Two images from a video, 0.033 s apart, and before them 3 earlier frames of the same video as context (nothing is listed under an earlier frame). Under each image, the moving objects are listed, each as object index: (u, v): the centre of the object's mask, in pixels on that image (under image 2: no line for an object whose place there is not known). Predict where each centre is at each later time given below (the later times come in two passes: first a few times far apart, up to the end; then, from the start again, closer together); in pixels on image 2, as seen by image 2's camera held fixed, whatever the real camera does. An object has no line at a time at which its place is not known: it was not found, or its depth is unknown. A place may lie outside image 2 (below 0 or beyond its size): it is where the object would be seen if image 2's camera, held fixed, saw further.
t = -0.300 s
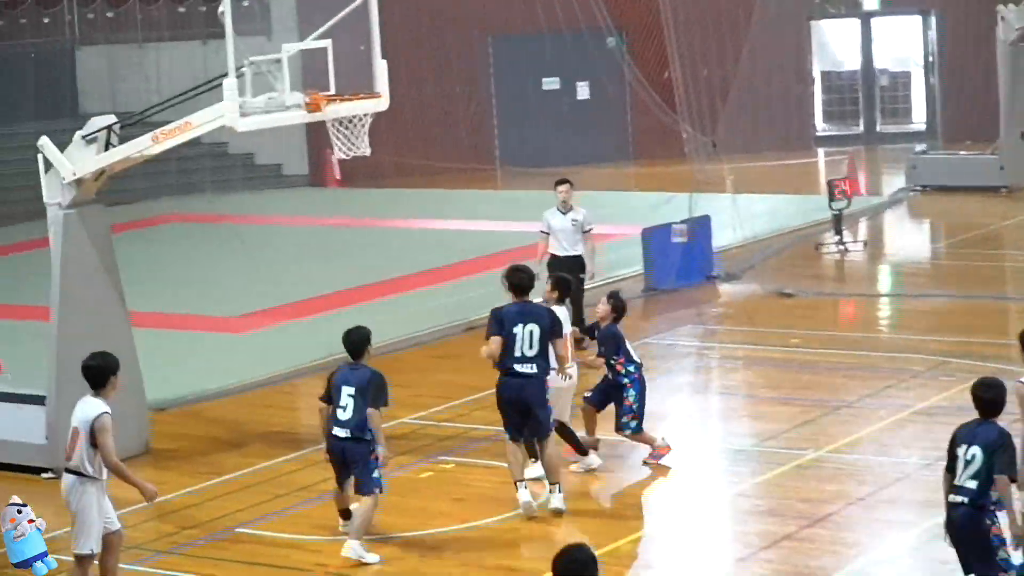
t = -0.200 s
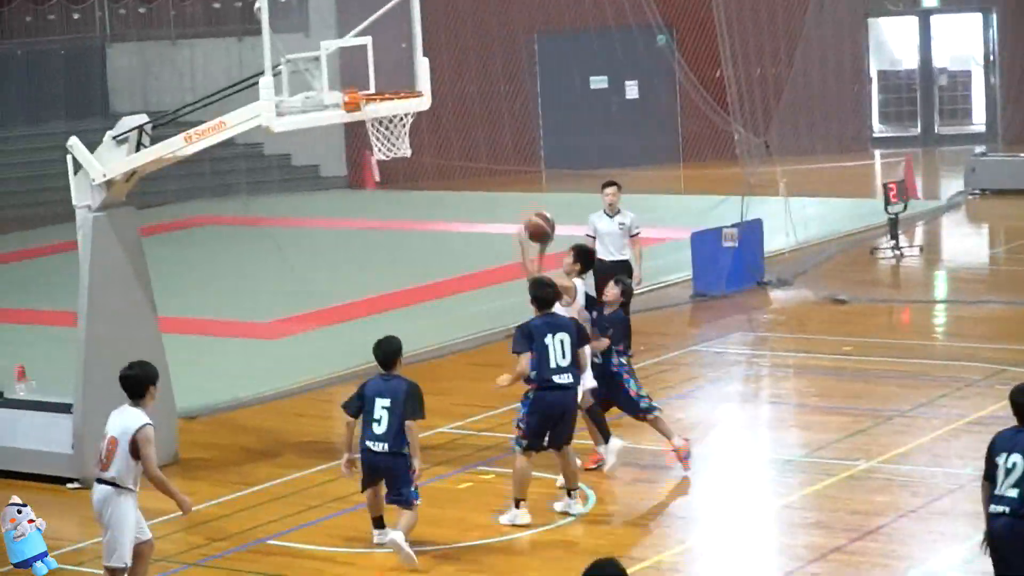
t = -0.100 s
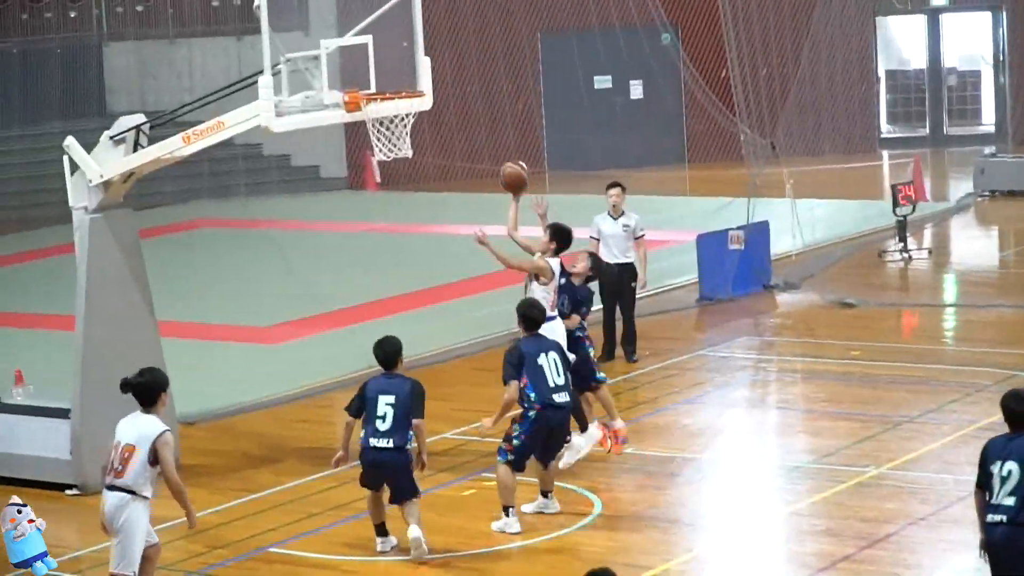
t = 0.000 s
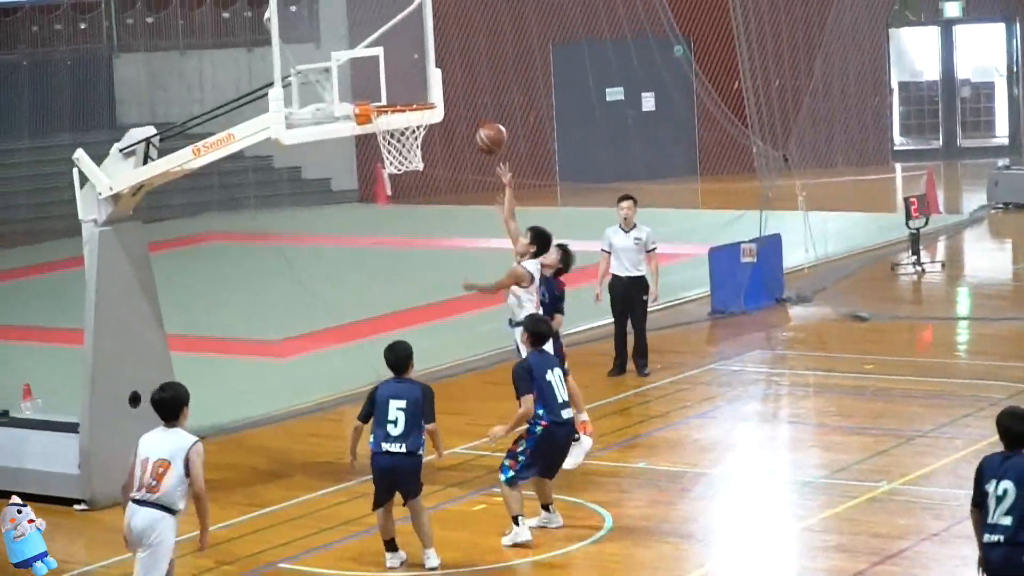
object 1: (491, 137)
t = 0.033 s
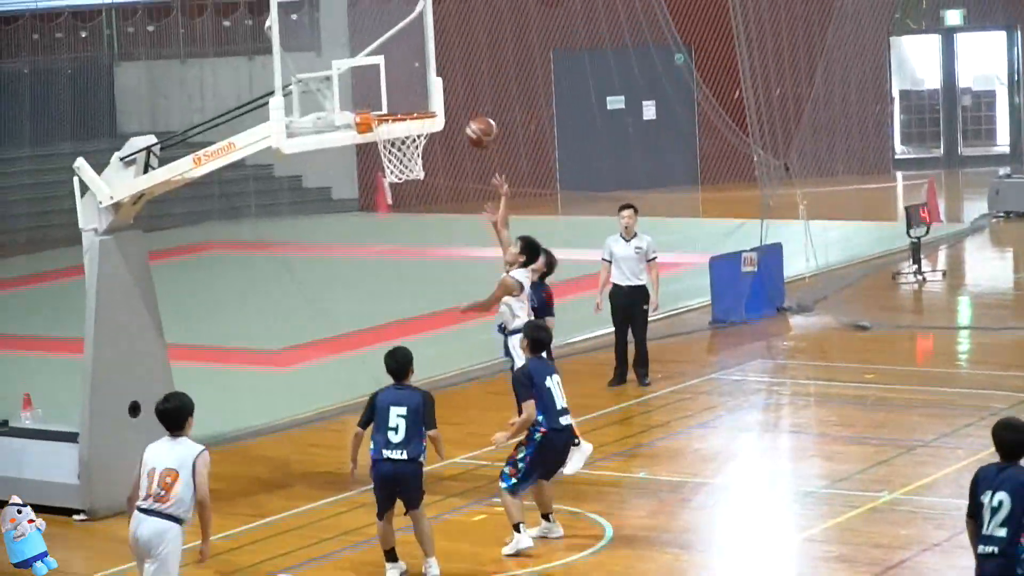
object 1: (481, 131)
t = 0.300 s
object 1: (406, 68)
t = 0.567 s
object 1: (418, 101)
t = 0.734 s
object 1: (389, 136)
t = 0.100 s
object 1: (459, 106)
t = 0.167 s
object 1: (436, 87)
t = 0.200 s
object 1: (425, 80)
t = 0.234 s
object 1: (414, 73)
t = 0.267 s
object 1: (404, 69)
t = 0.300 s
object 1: (406, 68)
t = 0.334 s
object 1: (406, 65)
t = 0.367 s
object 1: (407, 65)
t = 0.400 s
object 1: (408, 66)
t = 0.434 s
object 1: (410, 70)
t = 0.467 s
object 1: (412, 76)
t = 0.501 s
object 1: (414, 81)
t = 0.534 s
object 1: (417, 90)
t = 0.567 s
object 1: (418, 101)
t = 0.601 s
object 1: (419, 105)
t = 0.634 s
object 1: (411, 111)
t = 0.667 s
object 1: (404, 121)
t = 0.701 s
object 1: (396, 131)
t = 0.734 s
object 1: (389, 136)
